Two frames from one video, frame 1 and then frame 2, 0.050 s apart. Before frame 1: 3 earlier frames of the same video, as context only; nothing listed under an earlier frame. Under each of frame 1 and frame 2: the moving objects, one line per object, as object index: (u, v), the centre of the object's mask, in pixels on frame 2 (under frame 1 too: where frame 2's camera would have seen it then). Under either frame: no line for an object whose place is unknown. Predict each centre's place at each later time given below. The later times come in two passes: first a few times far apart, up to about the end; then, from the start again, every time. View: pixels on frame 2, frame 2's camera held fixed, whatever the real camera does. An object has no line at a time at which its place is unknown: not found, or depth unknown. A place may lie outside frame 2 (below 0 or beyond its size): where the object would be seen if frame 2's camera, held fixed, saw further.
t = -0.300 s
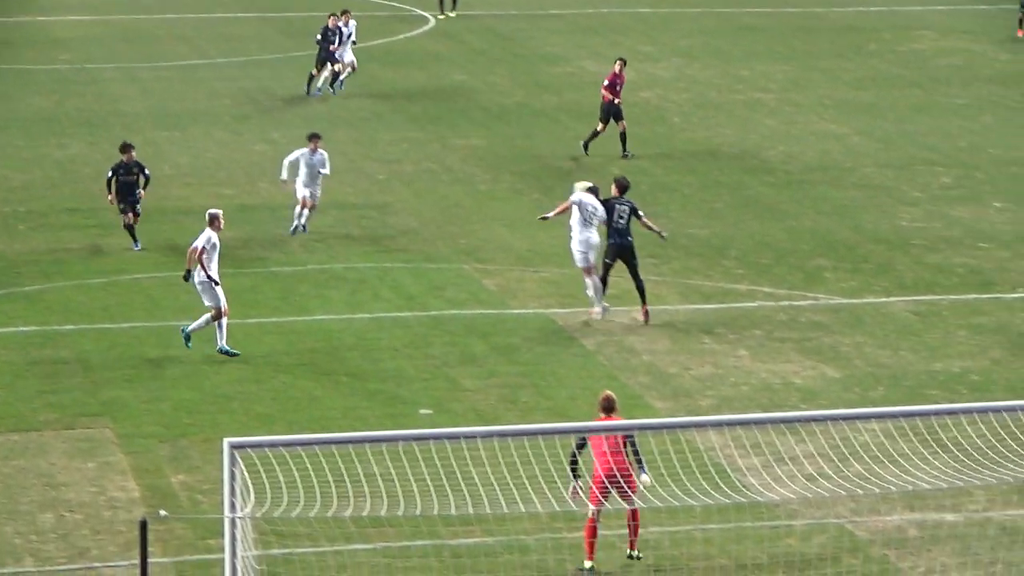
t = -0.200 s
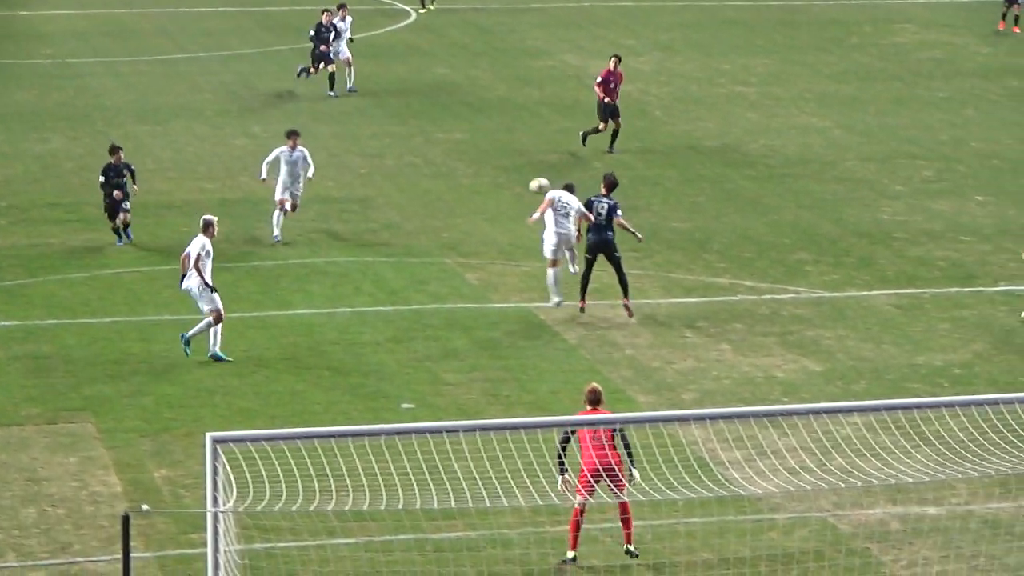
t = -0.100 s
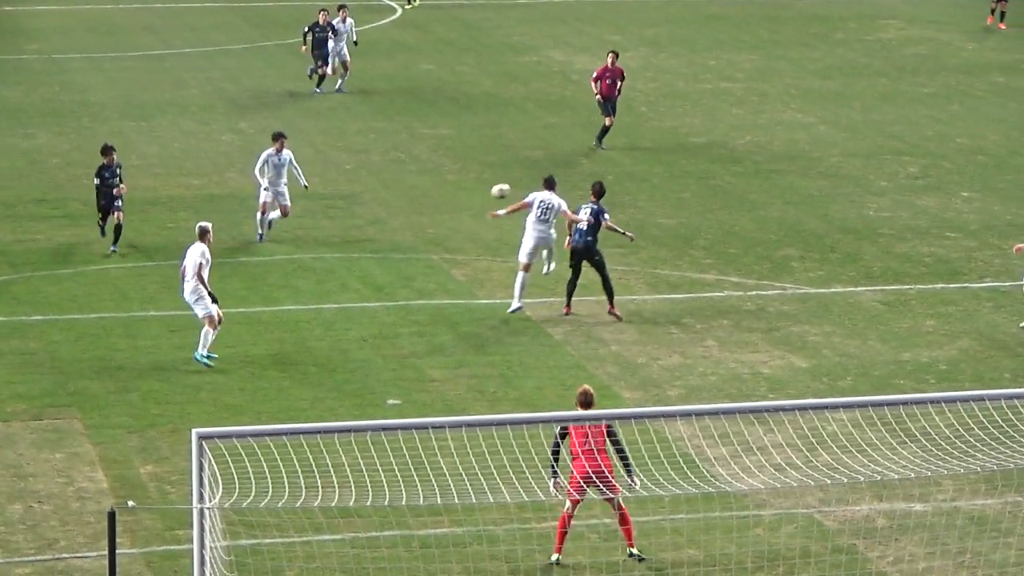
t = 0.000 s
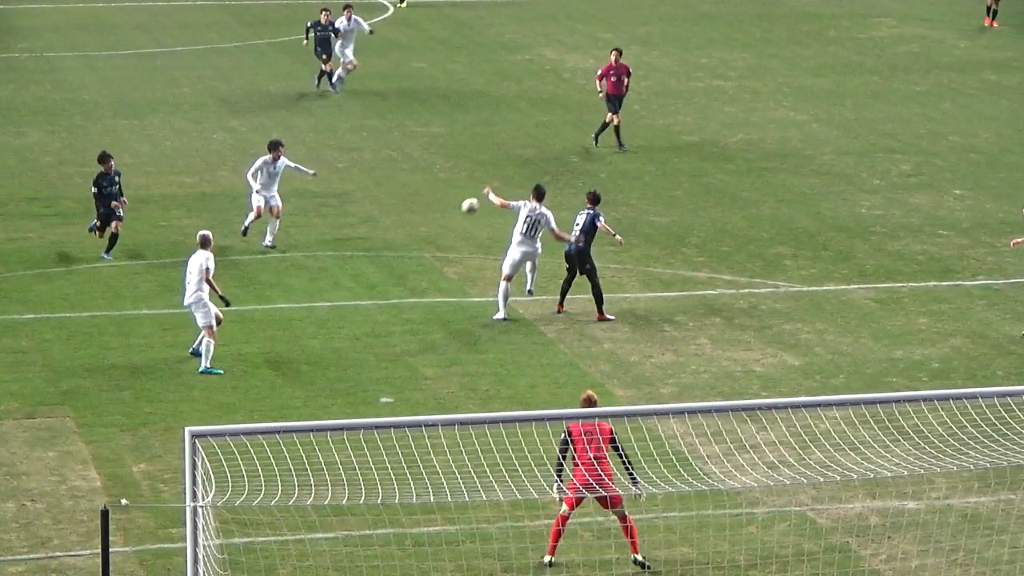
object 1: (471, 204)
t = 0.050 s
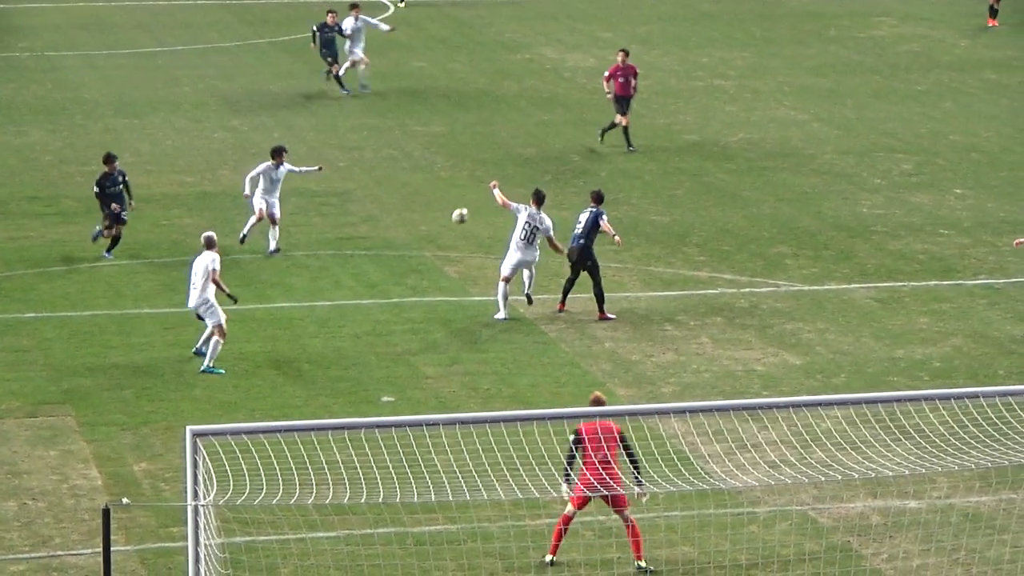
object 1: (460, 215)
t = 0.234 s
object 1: (430, 212)
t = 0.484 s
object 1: (402, 157)
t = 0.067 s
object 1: (456, 219)
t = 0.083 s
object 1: (453, 223)
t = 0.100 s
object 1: (450, 228)
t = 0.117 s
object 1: (446, 232)
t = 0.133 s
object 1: (443, 236)
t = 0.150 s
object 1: (441, 240)
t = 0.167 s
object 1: (438, 235)
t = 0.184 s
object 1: (436, 229)
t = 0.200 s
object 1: (434, 224)
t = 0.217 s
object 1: (432, 218)
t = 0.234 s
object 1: (430, 212)
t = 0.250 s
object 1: (428, 207)
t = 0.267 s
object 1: (426, 202)
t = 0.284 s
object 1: (424, 198)
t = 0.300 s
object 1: (422, 193)
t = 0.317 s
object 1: (420, 188)
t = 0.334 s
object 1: (418, 184)
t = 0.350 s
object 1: (417, 181)
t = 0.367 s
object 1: (415, 177)
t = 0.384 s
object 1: (413, 173)
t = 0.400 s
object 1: (411, 170)
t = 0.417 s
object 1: (410, 167)
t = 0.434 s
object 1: (408, 164)
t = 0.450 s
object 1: (406, 162)
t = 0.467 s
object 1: (404, 159)
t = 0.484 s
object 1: (402, 157)
